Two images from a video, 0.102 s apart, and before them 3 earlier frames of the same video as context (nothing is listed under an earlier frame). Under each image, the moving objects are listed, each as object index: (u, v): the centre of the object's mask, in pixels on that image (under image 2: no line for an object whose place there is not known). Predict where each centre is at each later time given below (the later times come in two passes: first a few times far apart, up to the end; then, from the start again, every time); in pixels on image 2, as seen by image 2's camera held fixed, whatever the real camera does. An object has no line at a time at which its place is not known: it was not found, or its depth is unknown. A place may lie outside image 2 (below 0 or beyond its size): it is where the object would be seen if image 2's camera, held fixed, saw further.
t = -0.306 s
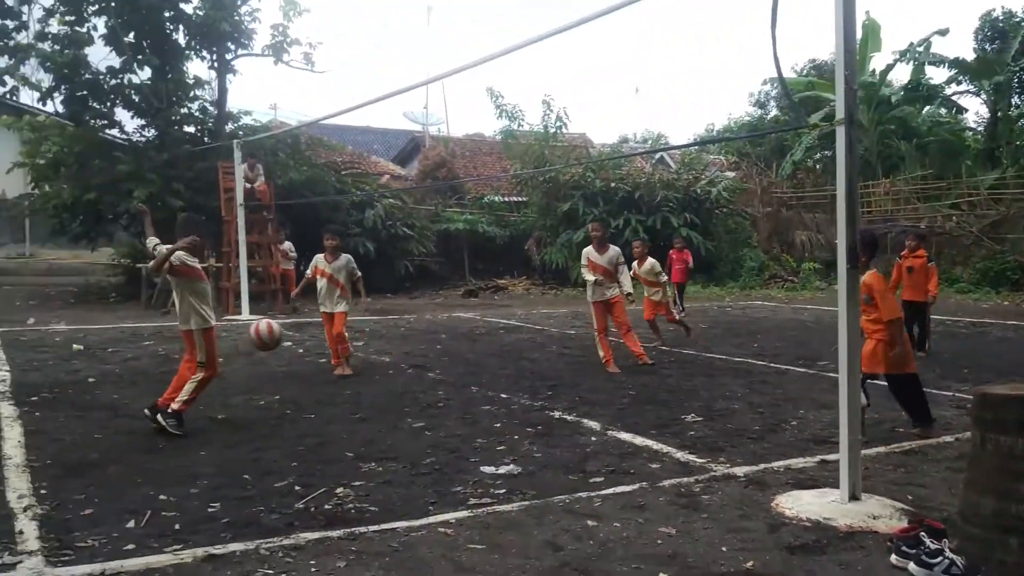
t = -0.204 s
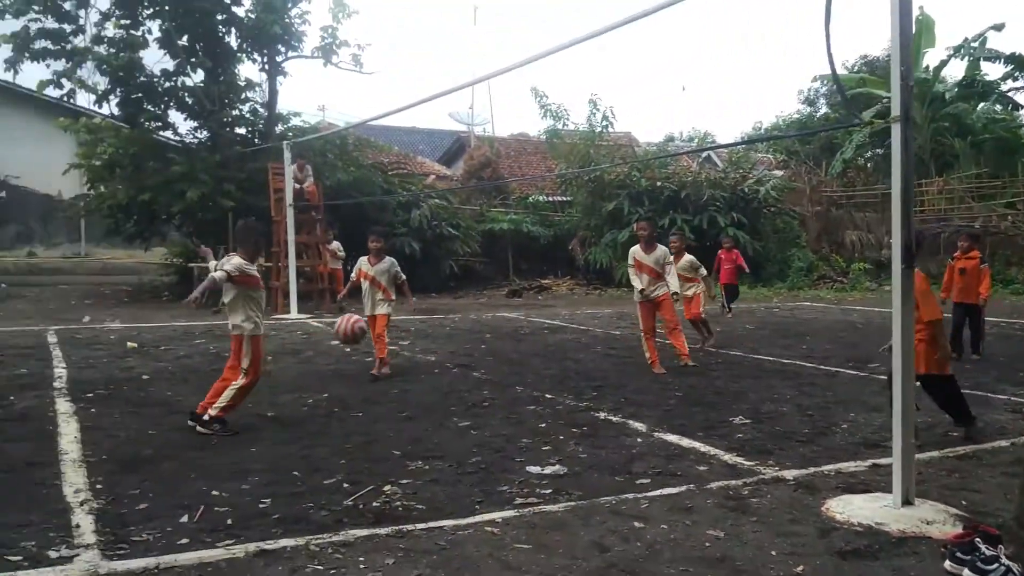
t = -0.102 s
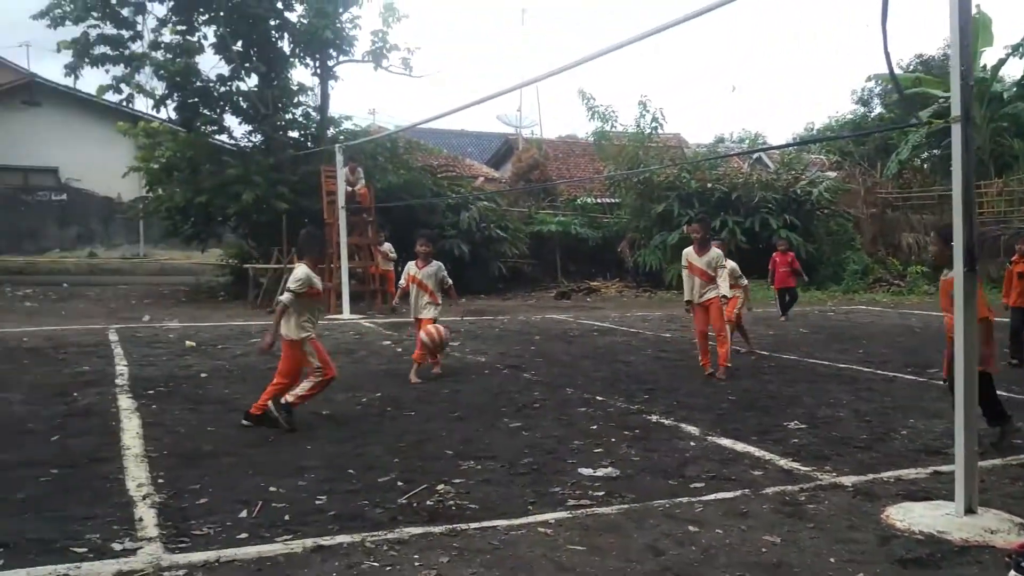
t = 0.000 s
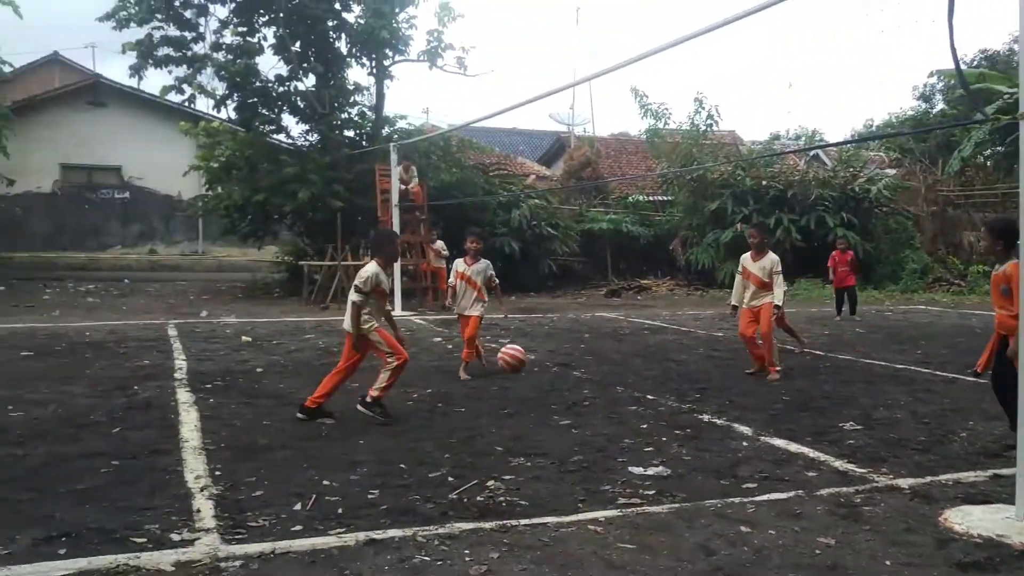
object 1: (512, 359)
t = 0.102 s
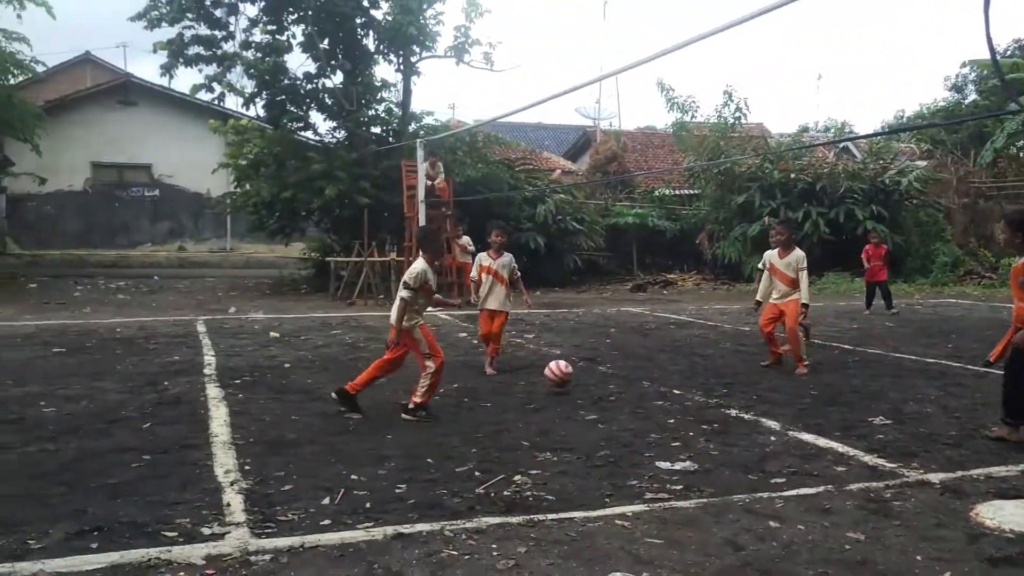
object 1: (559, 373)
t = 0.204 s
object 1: (570, 358)
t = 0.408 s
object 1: (588, 367)
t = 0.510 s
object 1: (596, 368)
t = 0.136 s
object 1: (562, 367)
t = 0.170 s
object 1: (566, 362)
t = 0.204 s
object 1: (570, 358)
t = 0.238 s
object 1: (573, 356)
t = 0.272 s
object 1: (577, 356)
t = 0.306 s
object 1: (579, 357)
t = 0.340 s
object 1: (581, 359)
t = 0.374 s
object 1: (585, 362)
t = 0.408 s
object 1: (588, 367)
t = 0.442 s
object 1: (590, 374)
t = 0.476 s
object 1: (593, 371)
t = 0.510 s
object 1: (596, 368)
